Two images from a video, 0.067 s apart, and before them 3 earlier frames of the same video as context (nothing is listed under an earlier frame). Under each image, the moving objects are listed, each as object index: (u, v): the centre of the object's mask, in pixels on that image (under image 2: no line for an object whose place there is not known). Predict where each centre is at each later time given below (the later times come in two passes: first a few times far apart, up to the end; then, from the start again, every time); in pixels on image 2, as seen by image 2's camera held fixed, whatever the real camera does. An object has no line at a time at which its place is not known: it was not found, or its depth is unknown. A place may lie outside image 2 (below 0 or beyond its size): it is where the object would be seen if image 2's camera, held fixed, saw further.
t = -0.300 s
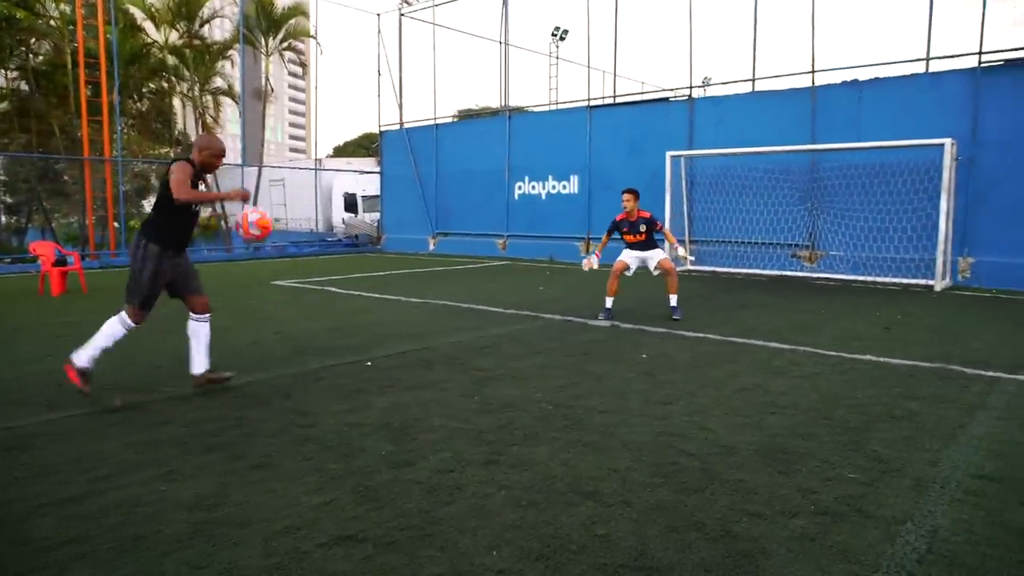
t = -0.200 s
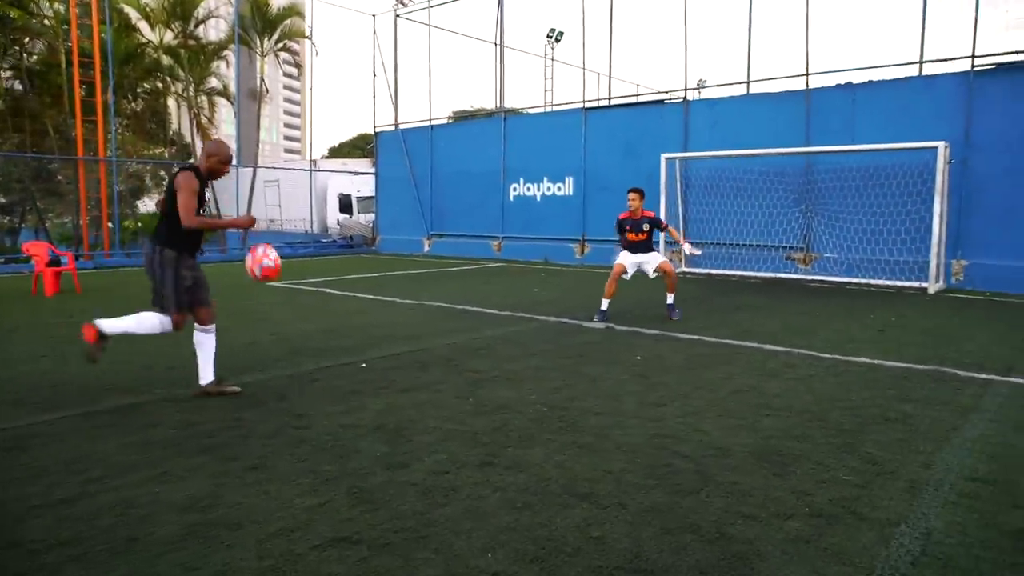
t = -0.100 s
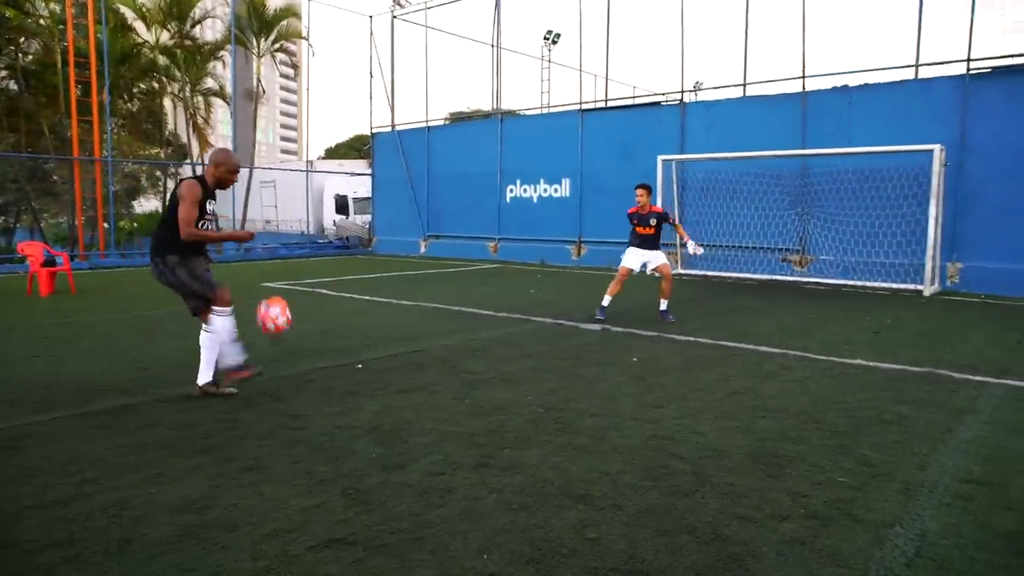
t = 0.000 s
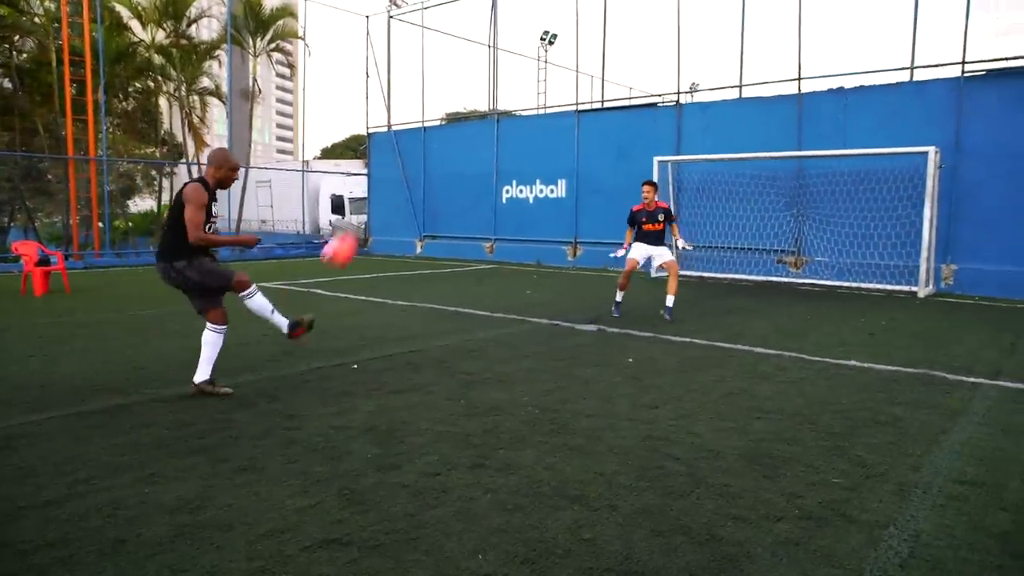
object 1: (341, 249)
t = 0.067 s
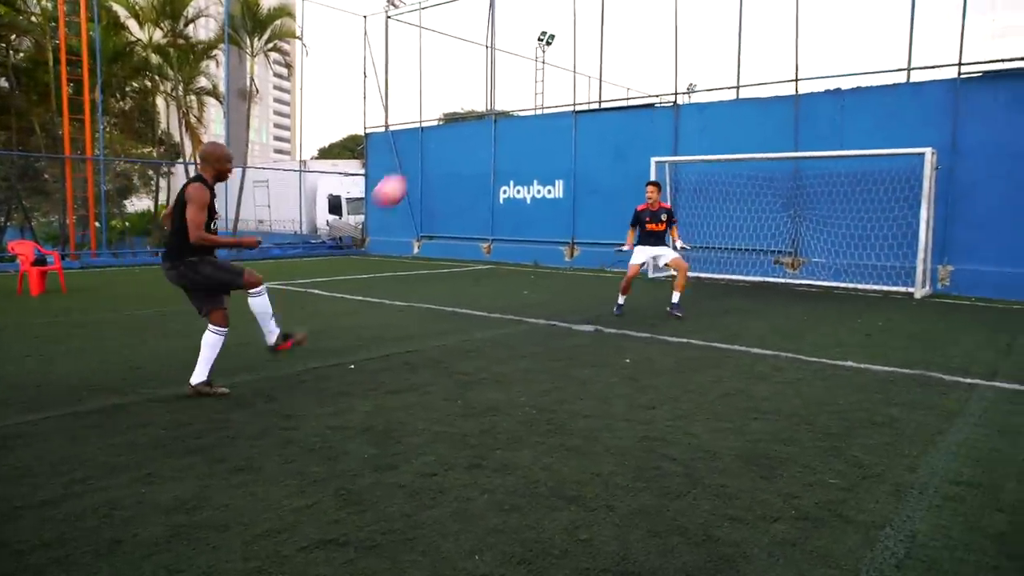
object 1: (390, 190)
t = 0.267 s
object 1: (506, 85)
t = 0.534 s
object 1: (600, 45)
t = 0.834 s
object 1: (664, 76)
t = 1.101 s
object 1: (698, 136)
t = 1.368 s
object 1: (684, 93)
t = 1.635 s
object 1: (653, 45)
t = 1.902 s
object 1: (619, 37)
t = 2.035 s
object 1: (602, 49)
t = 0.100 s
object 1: (413, 166)
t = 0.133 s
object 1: (435, 144)
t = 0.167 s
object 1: (455, 125)
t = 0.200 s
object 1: (473, 112)
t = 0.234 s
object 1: (490, 97)
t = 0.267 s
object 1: (506, 85)
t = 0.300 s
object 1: (521, 75)
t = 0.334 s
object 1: (535, 66)
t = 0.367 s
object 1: (547, 59)
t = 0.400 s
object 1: (559, 54)
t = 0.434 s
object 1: (570, 50)
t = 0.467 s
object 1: (581, 48)
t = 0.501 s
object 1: (591, 46)
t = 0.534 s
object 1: (600, 45)
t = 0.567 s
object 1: (608, 45)
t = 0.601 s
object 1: (617, 47)
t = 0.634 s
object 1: (624, 49)
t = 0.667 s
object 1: (632, 52)
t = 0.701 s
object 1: (638, 55)
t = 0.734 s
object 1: (645, 60)
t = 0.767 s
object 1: (651, 64)
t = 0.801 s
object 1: (658, 70)
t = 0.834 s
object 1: (664, 76)
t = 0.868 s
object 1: (669, 82)
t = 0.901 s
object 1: (674, 89)
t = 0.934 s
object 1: (679, 95)
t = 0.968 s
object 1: (684, 103)
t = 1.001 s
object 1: (688, 110)
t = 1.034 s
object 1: (692, 118)
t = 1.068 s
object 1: (695, 126)
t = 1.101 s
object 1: (698, 136)
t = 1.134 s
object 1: (702, 145)
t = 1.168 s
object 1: (704, 151)
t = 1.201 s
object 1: (701, 139)
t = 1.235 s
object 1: (697, 128)
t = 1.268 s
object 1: (694, 118)
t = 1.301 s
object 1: (691, 109)
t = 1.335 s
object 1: (687, 101)
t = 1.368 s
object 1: (684, 93)
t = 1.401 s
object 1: (680, 84)
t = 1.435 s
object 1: (675, 77)
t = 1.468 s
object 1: (672, 70)
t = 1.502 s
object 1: (668, 64)
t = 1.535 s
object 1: (664, 58)
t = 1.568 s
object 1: (661, 53)
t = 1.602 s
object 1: (657, 49)
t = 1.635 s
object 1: (653, 45)
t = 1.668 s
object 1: (649, 41)
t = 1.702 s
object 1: (644, 39)
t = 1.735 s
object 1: (640, 37)
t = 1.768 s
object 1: (637, 36)
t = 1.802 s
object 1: (632, 35)
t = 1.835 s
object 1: (628, 35)
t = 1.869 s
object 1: (623, 36)
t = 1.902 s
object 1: (619, 37)
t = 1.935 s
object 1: (615, 39)
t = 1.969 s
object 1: (611, 42)
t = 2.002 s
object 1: (606, 45)
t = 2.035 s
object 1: (602, 49)
